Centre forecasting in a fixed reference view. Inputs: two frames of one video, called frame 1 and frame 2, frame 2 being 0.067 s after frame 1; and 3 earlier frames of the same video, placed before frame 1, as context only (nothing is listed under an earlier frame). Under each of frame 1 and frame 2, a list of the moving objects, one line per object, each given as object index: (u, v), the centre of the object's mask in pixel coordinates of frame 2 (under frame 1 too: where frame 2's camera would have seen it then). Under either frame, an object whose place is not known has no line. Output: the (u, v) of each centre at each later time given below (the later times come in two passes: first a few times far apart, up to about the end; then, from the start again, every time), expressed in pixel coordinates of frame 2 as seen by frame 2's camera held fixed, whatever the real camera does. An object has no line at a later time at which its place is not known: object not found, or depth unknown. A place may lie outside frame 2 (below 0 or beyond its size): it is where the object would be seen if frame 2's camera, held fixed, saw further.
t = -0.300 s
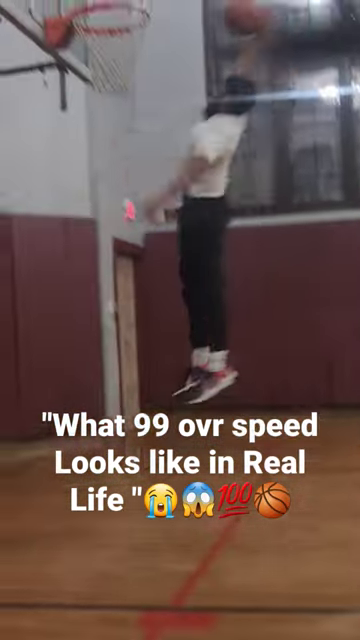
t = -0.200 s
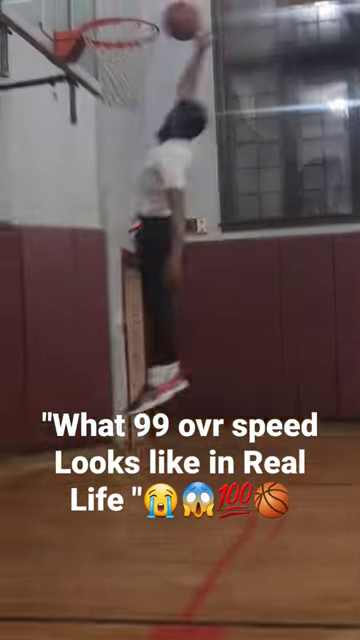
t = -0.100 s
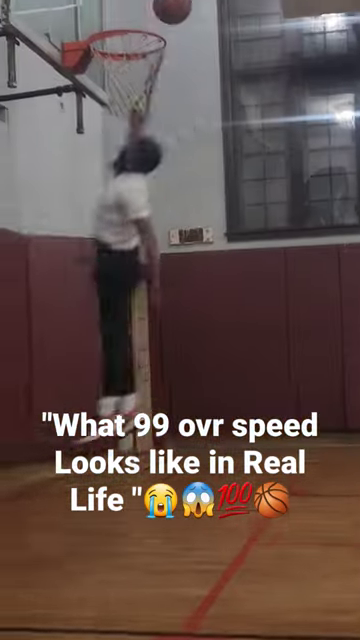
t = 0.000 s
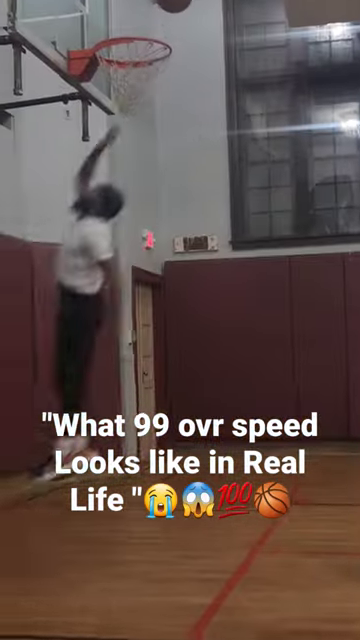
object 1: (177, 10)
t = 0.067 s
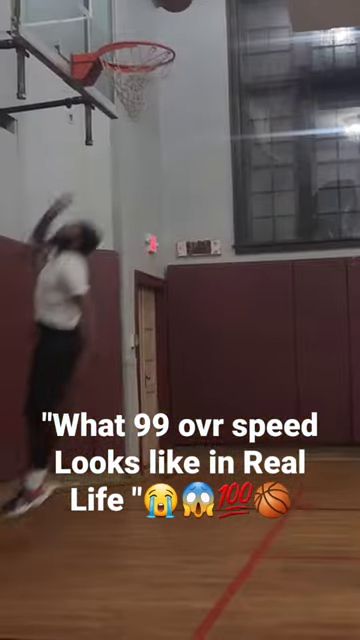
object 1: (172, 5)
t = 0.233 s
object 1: (169, 9)
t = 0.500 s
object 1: (130, 33)
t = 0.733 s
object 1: (137, 23)
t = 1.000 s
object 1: (159, 25)
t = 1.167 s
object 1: (156, 37)
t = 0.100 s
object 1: (172, 4)
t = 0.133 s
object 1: (171, 4)
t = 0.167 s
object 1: (171, 5)
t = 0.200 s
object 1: (170, 6)
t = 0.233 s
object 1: (169, 9)
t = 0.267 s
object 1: (168, 14)
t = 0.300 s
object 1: (168, 27)
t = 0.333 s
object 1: (167, 39)
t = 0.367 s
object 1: (161, 38)
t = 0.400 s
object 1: (153, 34)
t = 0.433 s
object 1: (145, 32)
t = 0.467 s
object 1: (138, 32)
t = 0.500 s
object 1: (130, 33)
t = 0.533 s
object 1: (122, 34)
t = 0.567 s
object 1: (114, 41)
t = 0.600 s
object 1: (114, 37)
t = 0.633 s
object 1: (119, 29)
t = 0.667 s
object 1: (125, 26)
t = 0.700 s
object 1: (131, 24)
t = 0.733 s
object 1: (137, 23)
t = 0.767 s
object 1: (144, 23)
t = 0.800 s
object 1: (150, 25)
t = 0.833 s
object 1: (156, 28)
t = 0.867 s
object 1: (156, 25)
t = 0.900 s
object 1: (157, 24)
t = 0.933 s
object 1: (158, 23)
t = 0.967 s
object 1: (158, 24)
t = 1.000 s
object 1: (159, 25)
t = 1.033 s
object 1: (160, 29)
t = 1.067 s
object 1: (159, 30)
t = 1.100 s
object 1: (158, 32)
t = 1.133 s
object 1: (157, 34)
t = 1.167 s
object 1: (156, 37)
